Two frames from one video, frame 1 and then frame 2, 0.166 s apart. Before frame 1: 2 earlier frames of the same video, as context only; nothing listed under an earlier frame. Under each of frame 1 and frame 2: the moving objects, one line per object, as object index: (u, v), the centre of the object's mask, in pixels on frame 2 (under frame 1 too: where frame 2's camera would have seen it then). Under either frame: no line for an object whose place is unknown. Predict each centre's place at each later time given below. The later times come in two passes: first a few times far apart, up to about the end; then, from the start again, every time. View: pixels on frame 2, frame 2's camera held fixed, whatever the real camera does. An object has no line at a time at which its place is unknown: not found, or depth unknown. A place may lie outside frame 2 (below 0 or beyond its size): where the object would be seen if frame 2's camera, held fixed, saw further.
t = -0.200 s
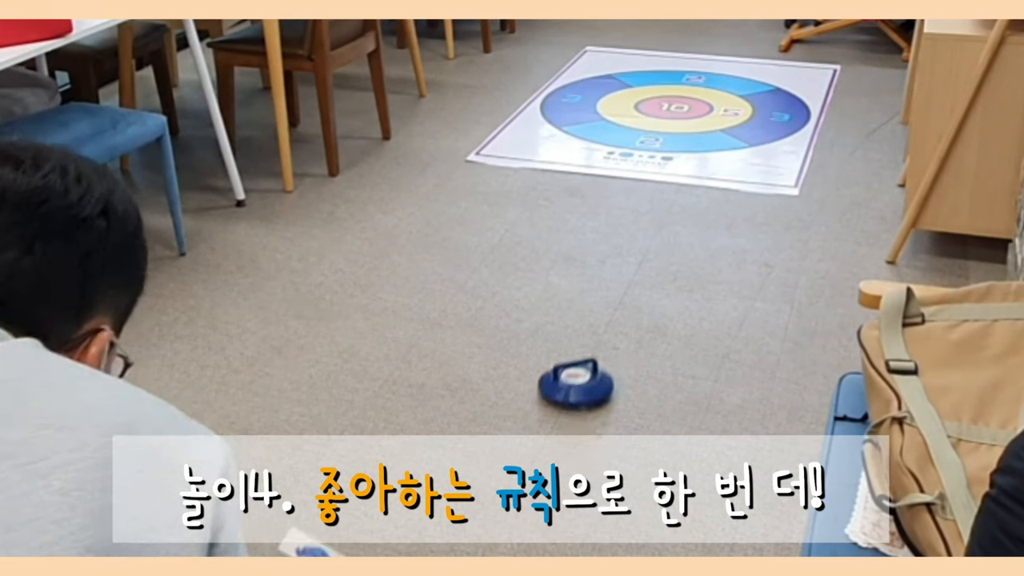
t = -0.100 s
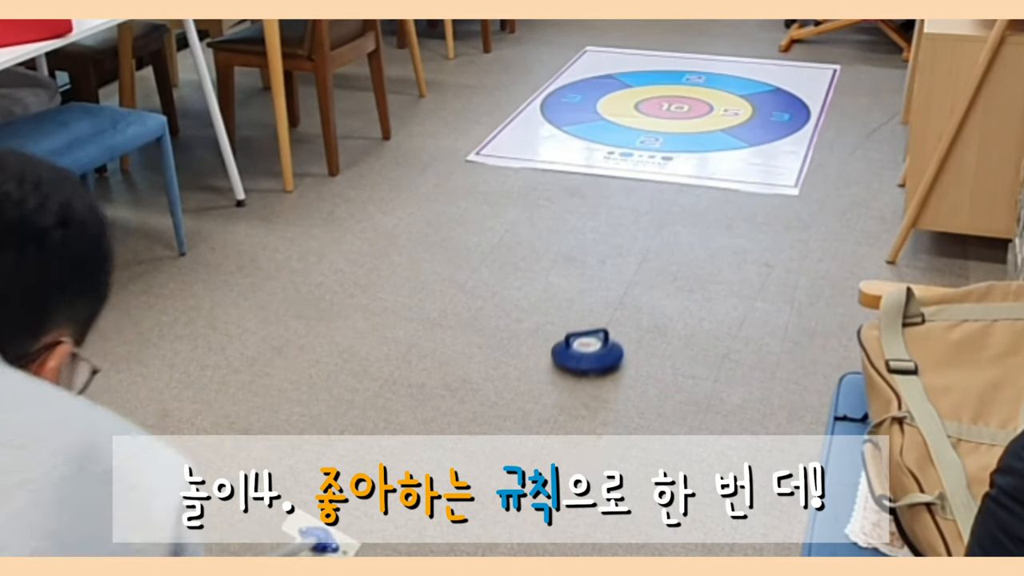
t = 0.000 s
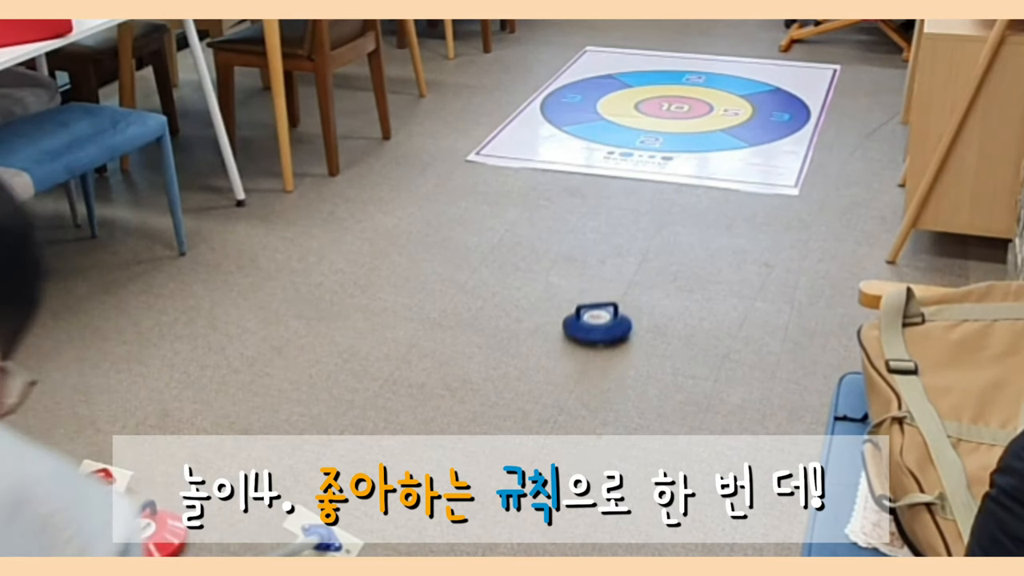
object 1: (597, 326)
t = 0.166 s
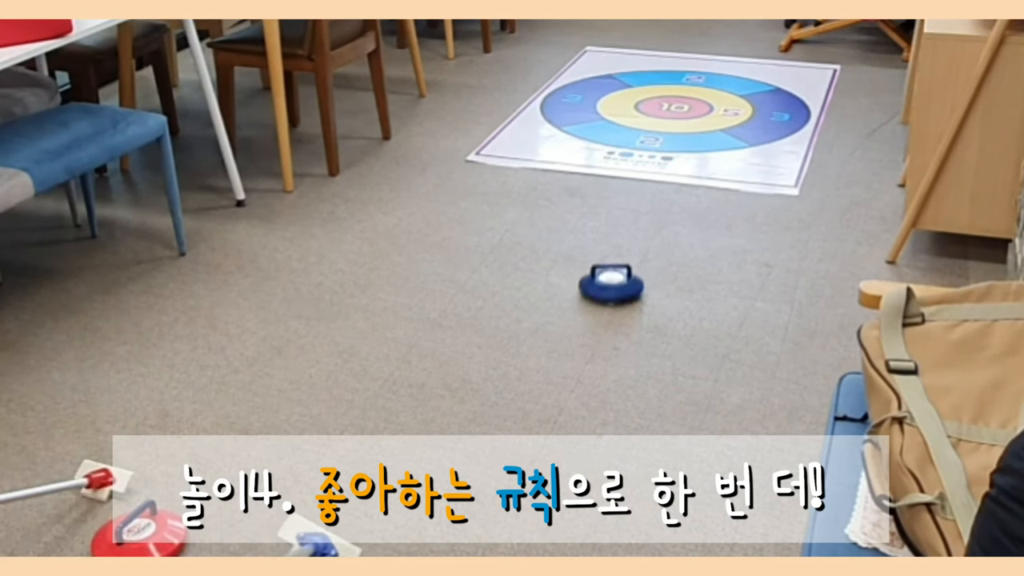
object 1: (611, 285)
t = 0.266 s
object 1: (618, 264)
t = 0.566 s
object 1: (638, 214)
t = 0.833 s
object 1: (652, 179)
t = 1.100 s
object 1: (662, 151)
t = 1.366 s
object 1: (670, 130)
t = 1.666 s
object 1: (678, 111)
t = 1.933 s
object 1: (684, 99)
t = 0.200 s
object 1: (614, 278)
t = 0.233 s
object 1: (616, 271)
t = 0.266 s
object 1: (618, 264)
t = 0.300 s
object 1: (620, 258)
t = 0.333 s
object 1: (623, 251)
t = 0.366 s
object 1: (625, 245)
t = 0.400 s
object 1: (627, 240)
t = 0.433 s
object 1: (629, 234)
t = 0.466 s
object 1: (632, 229)
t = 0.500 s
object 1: (634, 224)
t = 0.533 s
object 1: (636, 219)
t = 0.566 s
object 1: (638, 214)
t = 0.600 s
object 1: (640, 209)
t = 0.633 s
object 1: (642, 205)
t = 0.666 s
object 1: (643, 200)
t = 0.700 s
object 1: (645, 196)
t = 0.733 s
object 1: (647, 191)
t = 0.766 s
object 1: (648, 187)
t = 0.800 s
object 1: (650, 183)
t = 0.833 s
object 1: (652, 179)
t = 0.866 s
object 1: (653, 175)
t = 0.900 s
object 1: (654, 171)
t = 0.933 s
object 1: (656, 167)
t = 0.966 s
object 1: (657, 164)
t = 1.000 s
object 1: (658, 160)
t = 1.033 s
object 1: (660, 157)
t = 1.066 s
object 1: (661, 154)
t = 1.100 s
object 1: (662, 151)
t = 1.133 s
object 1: (663, 148)
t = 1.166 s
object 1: (664, 146)
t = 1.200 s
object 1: (665, 142)
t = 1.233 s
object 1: (666, 140)
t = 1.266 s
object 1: (667, 138)
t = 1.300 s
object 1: (668, 134)
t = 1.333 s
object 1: (669, 132)
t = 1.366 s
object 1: (670, 130)
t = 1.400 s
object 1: (671, 128)
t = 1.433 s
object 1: (672, 125)
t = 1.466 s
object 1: (673, 123)
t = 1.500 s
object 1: (674, 121)
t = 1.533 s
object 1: (675, 118)
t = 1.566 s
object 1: (676, 116)
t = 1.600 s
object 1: (677, 114)
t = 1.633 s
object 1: (678, 112)
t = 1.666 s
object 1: (678, 111)
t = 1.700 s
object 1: (679, 109)
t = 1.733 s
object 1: (680, 108)
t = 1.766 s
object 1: (681, 107)
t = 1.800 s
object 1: (682, 105)
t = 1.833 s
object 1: (683, 102)
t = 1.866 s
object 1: (683, 101)
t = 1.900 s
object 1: (684, 99)
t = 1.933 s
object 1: (684, 99)
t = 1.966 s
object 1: (685, 97)
